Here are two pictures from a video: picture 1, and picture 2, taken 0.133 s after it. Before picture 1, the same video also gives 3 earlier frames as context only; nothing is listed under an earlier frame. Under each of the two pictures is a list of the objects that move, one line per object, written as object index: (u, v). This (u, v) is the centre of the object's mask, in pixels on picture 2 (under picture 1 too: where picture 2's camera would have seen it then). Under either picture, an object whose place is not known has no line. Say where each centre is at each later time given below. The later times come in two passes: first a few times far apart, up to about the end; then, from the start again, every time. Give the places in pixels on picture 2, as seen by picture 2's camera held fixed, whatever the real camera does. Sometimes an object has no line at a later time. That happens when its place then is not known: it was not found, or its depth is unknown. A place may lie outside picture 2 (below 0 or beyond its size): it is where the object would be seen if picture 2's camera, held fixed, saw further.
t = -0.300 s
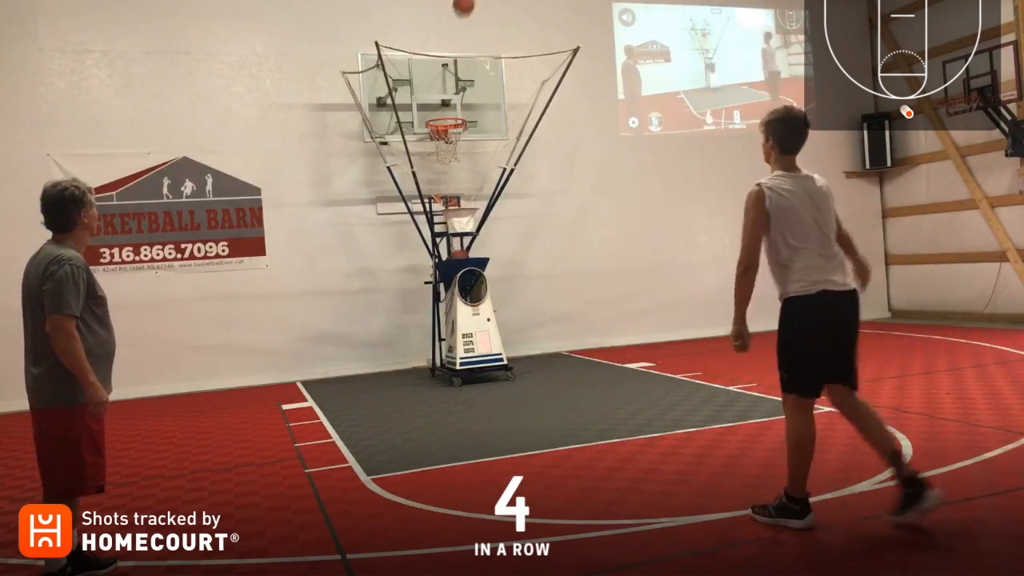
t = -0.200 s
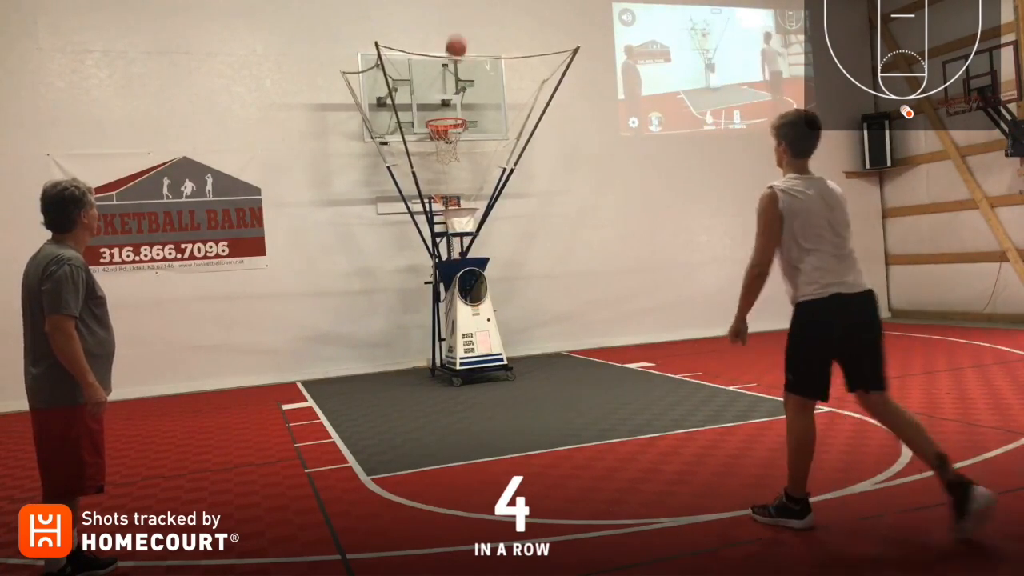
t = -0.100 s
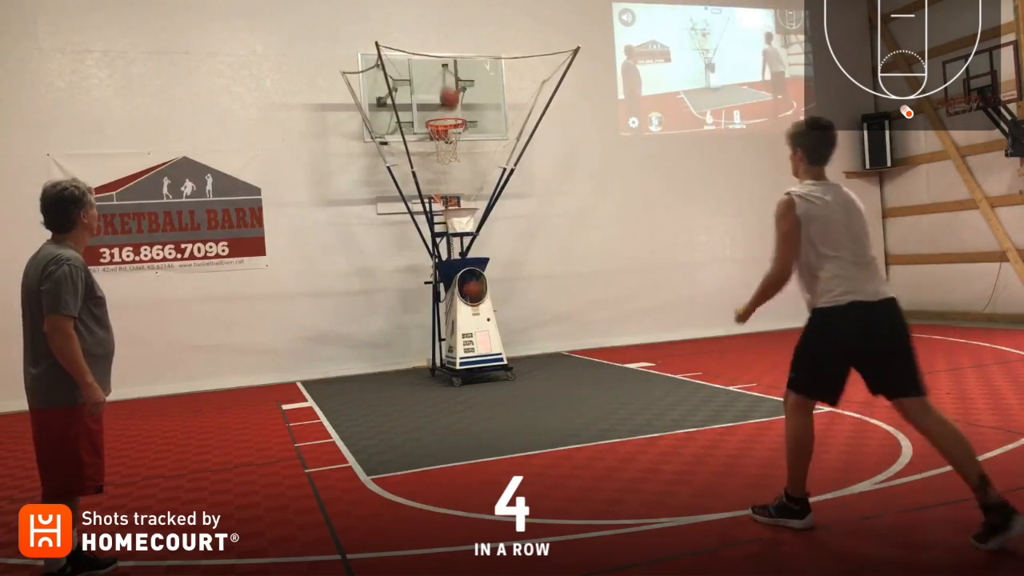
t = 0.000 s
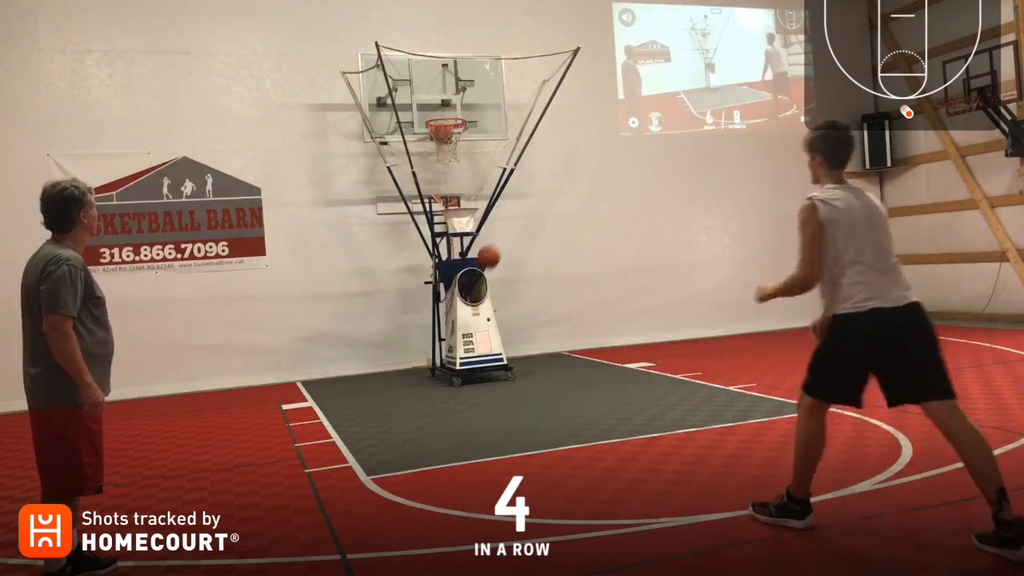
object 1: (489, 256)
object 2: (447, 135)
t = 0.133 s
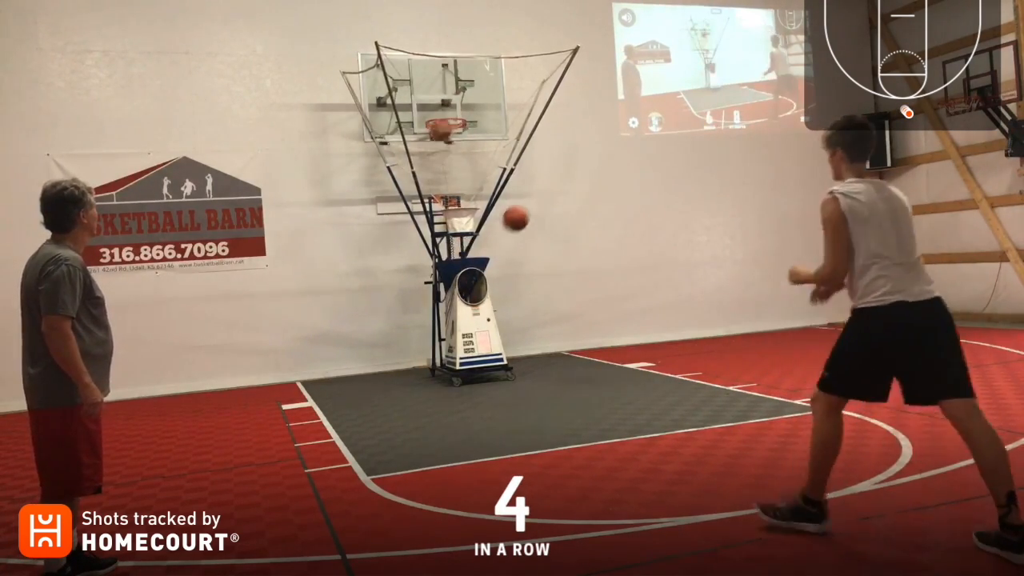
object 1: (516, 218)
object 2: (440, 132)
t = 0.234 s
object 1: (541, 196)
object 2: (440, 133)
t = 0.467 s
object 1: (631, 179)
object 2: (444, 166)
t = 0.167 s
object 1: (524, 210)
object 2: (440, 133)
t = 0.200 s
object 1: (532, 203)
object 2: (440, 133)
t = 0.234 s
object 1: (541, 196)
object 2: (440, 133)
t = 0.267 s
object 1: (552, 190)
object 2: (441, 134)
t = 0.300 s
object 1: (562, 185)
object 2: (441, 137)
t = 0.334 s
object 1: (574, 182)
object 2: (441, 141)
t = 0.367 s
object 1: (587, 179)
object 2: (442, 147)
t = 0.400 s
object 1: (600, 178)
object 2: (442, 152)
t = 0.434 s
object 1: (615, 178)
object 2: (443, 160)
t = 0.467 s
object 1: (631, 179)
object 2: (444, 166)
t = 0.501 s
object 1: (649, 183)
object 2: (445, 174)
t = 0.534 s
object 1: (668, 189)
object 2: (446, 182)
